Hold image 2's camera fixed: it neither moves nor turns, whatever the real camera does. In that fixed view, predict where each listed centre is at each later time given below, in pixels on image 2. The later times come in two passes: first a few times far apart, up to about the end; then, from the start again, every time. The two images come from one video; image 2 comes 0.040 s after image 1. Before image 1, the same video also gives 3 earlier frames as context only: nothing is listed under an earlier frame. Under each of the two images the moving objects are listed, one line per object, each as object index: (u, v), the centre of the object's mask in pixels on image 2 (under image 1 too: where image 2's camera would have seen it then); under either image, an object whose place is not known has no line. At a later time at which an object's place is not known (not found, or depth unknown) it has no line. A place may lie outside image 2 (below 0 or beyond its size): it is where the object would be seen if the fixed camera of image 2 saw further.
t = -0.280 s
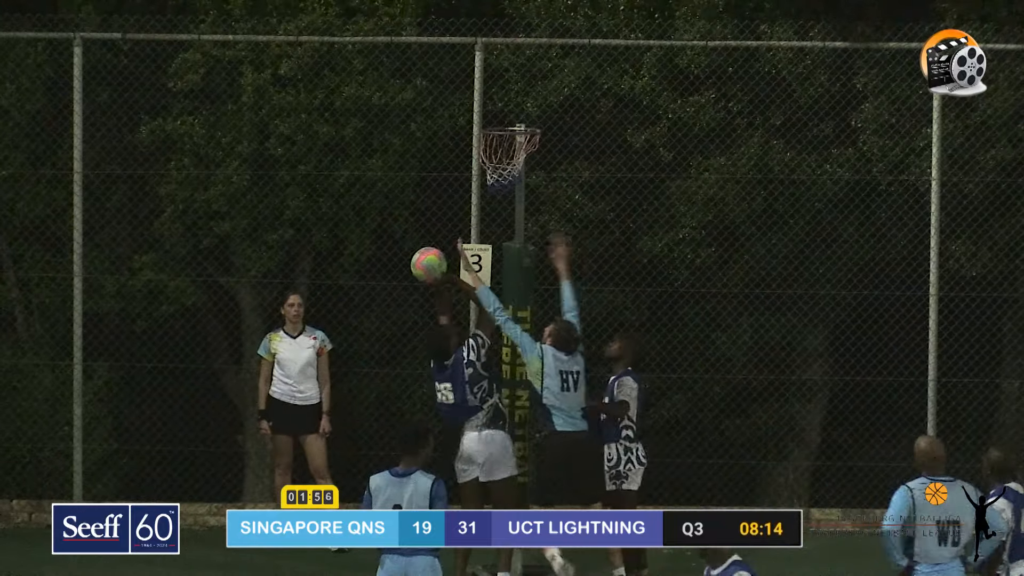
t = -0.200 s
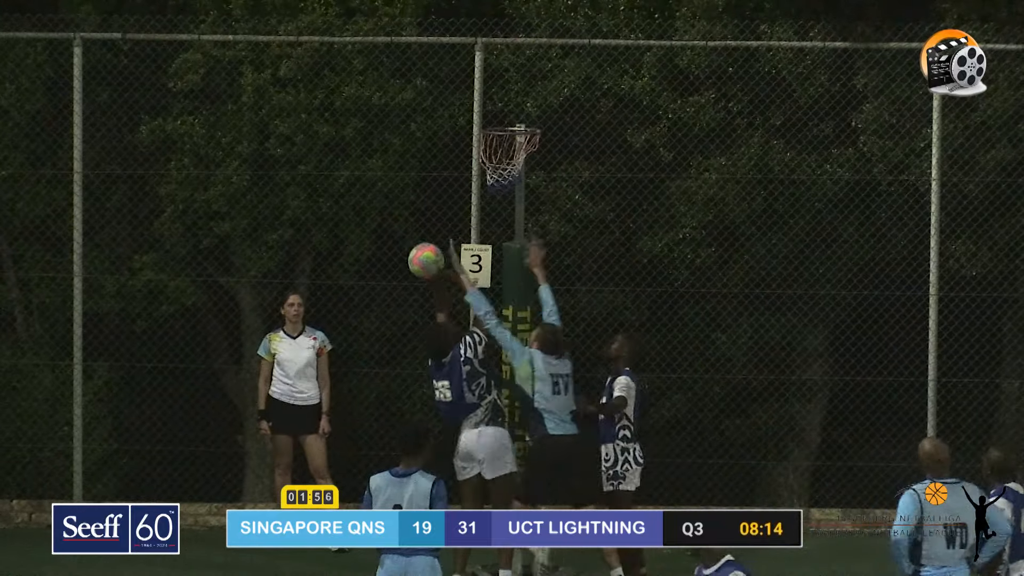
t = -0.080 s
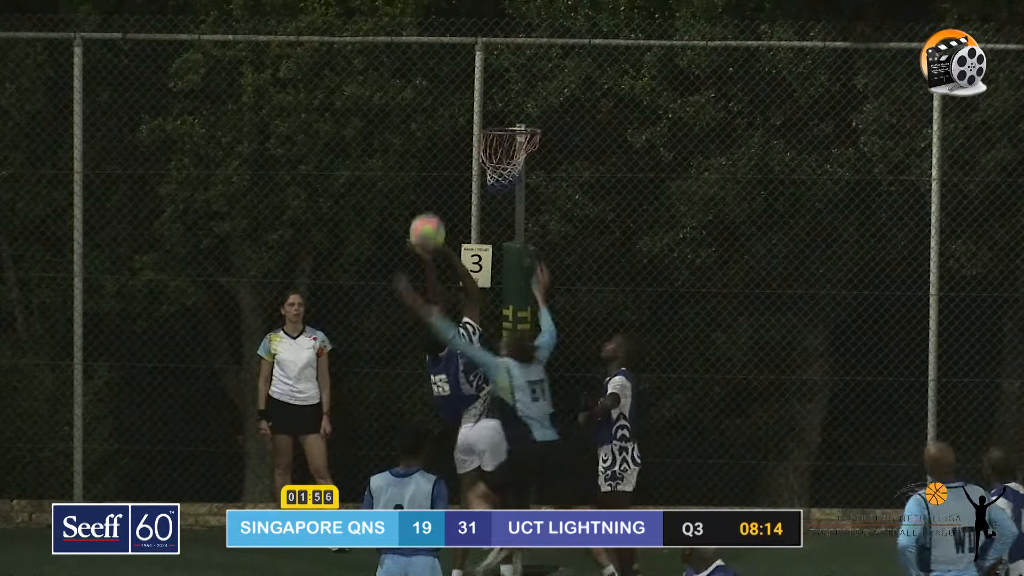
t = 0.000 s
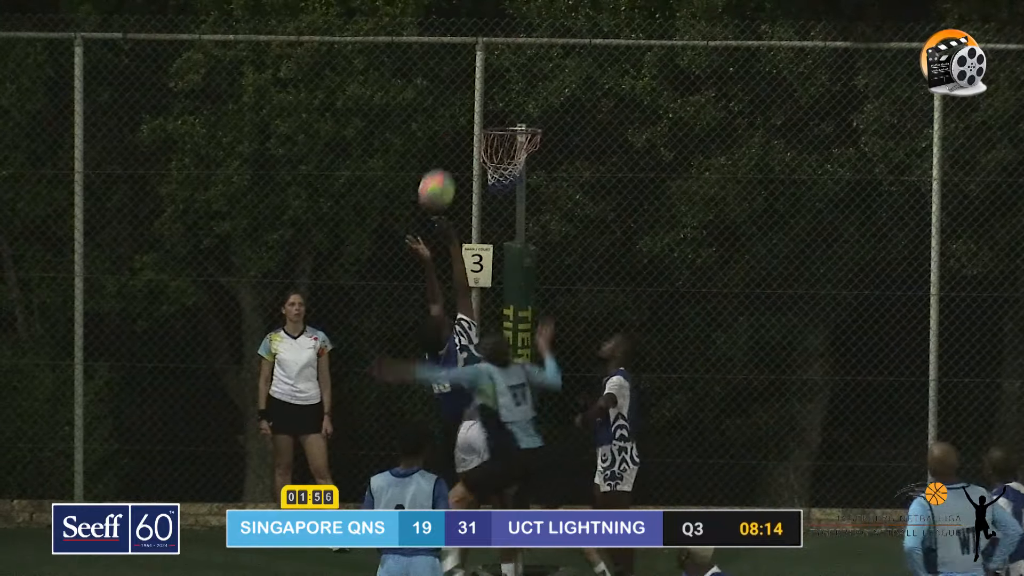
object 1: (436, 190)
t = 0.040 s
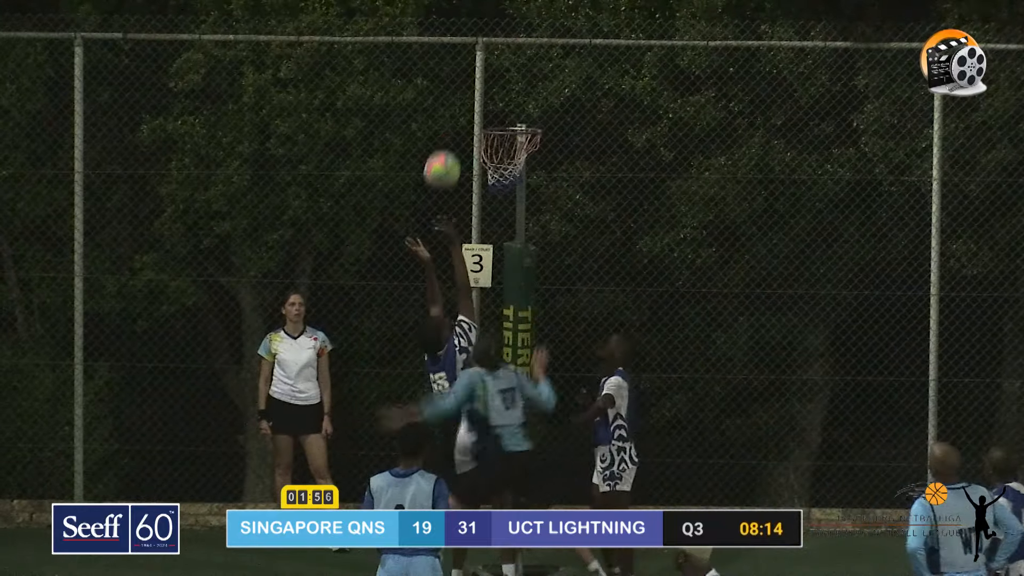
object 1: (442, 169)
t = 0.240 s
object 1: (469, 108)
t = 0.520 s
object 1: (500, 113)
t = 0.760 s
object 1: (501, 113)
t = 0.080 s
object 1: (447, 152)
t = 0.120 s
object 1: (453, 138)
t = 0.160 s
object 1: (458, 126)
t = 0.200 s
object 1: (462, 116)
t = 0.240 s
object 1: (469, 108)
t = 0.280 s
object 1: (474, 103)
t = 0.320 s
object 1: (479, 101)
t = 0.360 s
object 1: (484, 101)
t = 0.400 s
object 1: (489, 103)
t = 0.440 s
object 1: (494, 107)
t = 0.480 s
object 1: (499, 114)
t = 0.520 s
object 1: (500, 113)
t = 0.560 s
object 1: (500, 111)
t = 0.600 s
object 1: (501, 110)
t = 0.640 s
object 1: (501, 112)
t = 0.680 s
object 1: (502, 114)
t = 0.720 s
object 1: (501, 113)
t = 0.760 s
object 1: (501, 113)
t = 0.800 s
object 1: (500, 115)
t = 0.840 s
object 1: (499, 116)
